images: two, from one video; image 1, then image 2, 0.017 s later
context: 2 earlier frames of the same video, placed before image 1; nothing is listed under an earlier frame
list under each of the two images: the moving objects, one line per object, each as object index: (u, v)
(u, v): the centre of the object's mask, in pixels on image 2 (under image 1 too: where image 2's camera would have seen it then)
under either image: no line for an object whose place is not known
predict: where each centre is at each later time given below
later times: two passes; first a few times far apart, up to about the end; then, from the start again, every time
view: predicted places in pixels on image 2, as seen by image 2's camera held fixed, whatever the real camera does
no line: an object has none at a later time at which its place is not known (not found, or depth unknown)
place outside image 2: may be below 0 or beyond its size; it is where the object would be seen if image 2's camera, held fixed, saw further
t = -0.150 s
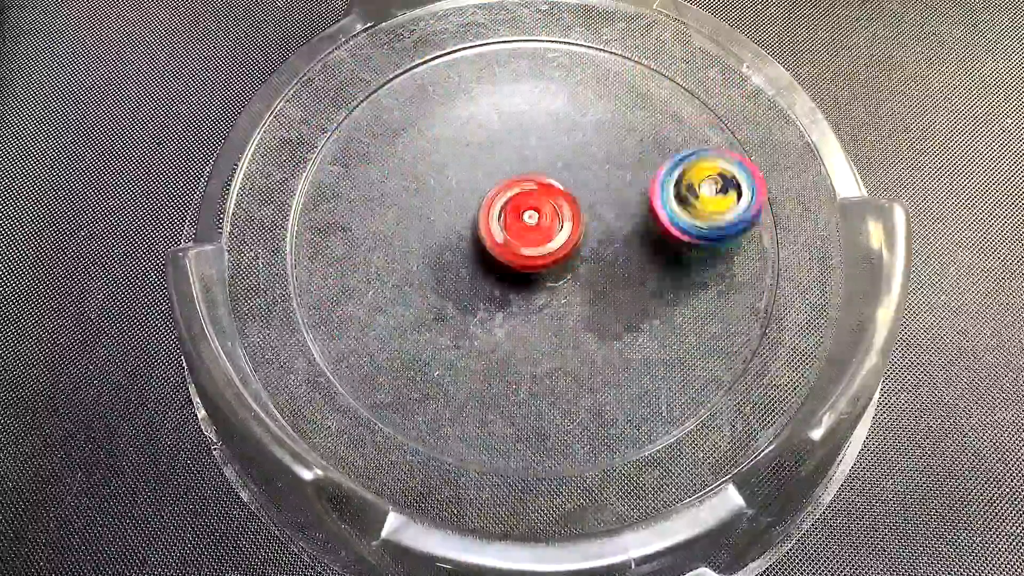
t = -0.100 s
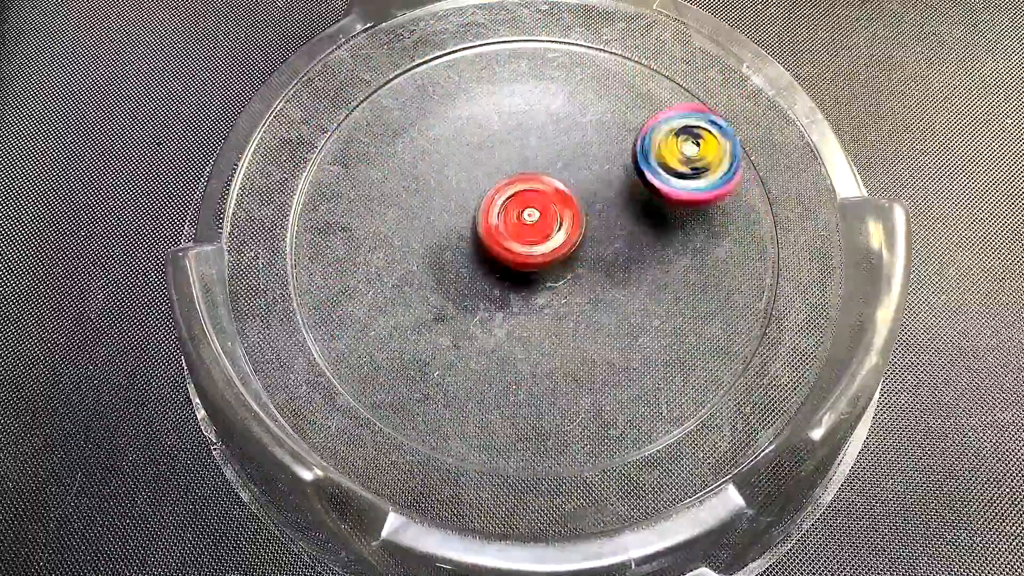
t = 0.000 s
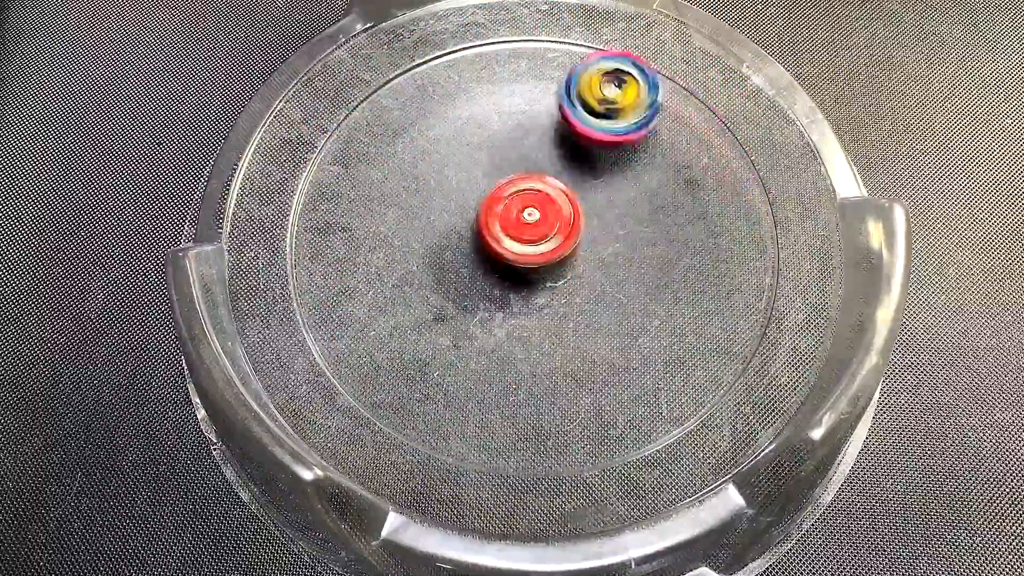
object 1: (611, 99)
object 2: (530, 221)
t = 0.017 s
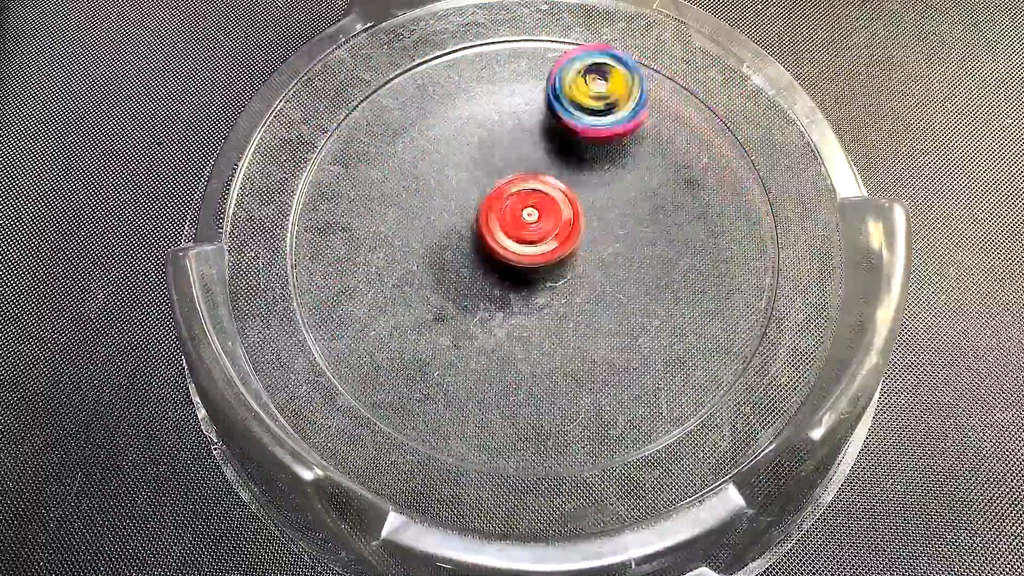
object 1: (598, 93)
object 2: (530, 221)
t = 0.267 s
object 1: (390, 163)
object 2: (531, 222)
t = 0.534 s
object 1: (469, 357)
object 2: (538, 225)
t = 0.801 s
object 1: (679, 259)
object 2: (545, 225)
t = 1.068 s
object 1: (573, 92)
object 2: (538, 229)
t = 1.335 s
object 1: (400, 181)
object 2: (534, 234)
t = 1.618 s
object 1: (521, 350)
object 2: (533, 233)
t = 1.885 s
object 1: (682, 235)
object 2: (532, 232)
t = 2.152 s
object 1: (548, 109)
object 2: (531, 224)
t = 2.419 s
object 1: (401, 206)
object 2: (528, 223)
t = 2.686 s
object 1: (518, 333)
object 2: (533, 227)
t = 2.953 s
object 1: (683, 275)
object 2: (542, 199)
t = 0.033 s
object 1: (580, 90)
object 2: (530, 221)
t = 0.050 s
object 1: (565, 86)
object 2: (530, 220)
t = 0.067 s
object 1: (547, 86)
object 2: (530, 220)
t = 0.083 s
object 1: (531, 86)
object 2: (530, 220)
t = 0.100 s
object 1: (516, 87)
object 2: (530, 221)
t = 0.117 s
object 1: (498, 89)
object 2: (530, 221)
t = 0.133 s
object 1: (485, 93)
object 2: (530, 221)
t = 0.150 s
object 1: (468, 98)
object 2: (530, 221)
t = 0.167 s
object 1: (454, 103)
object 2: (530, 221)
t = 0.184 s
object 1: (441, 111)
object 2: (530, 221)
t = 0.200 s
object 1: (427, 118)
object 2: (530, 221)
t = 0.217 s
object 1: (417, 130)
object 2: (531, 222)
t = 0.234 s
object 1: (407, 140)
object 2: (531, 222)
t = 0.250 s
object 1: (399, 151)
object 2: (531, 222)
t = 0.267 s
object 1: (390, 163)
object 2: (531, 222)
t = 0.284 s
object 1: (383, 174)
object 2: (532, 222)
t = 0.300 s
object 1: (378, 189)
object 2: (532, 223)
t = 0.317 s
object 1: (373, 202)
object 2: (532, 222)
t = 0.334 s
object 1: (375, 217)
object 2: (532, 223)
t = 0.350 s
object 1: (373, 231)
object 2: (533, 223)
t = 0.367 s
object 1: (375, 244)
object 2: (533, 223)
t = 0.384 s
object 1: (376, 258)
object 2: (534, 223)
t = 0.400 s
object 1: (379, 272)
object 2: (534, 223)
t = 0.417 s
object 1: (386, 286)
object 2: (535, 223)
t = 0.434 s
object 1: (392, 300)
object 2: (535, 224)
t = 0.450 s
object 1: (404, 312)
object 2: (536, 224)
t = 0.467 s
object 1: (414, 323)
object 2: (536, 224)
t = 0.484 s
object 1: (426, 332)
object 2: (537, 224)
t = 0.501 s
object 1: (439, 341)
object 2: (537, 225)
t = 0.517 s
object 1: (452, 350)
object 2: (538, 225)
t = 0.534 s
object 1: (469, 357)
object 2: (538, 225)
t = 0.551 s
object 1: (485, 362)
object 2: (539, 225)
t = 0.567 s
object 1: (502, 364)
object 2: (539, 225)
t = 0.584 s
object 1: (520, 367)
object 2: (541, 226)
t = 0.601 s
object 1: (535, 366)
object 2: (541, 226)
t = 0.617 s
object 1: (553, 366)
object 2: (542, 226)
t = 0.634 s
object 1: (569, 362)
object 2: (542, 226)
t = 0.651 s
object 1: (586, 357)
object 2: (543, 226)
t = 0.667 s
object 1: (602, 352)
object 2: (543, 226)
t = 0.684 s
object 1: (616, 342)
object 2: (544, 226)
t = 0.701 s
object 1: (631, 332)
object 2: (544, 226)
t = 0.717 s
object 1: (641, 322)
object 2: (545, 226)
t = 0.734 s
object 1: (652, 311)
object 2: (545, 226)
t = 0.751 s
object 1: (662, 300)
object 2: (546, 226)
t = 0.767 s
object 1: (669, 286)
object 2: (546, 226)
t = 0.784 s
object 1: (675, 272)
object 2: (546, 226)
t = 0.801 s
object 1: (679, 259)
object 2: (545, 225)
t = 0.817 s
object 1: (682, 245)
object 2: (545, 225)
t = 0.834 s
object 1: (685, 232)
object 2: (545, 225)
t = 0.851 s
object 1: (684, 218)
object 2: (545, 227)
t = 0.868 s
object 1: (683, 203)
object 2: (544, 226)
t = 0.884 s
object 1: (679, 191)
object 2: (544, 224)
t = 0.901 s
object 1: (674, 178)
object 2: (543, 226)
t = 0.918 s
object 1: (671, 167)
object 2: (543, 226)
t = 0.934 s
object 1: (662, 153)
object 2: (541, 226)
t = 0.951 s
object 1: (654, 142)
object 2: (541, 226)
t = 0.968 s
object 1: (645, 133)
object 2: (541, 226)
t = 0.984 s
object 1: (635, 123)
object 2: (540, 226)
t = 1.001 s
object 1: (626, 115)
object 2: (540, 226)
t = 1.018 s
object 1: (612, 107)
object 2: (539, 227)
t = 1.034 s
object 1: (599, 101)
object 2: (539, 228)
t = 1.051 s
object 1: (589, 96)
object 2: (538, 228)
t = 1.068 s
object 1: (573, 92)
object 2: (538, 229)
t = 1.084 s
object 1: (562, 90)
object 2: (538, 229)
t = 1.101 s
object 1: (546, 88)
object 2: (538, 229)
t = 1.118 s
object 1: (533, 87)
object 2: (538, 230)
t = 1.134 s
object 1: (520, 89)
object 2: (537, 230)
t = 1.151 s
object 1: (505, 91)
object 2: (537, 230)
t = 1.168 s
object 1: (493, 95)
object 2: (537, 231)
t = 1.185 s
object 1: (480, 97)
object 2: (537, 231)
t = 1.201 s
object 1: (465, 103)
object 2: (536, 232)
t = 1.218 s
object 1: (457, 112)
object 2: (536, 232)
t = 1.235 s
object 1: (444, 119)
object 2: (535, 232)
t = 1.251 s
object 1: (435, 126)
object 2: (535, 233)
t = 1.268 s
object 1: (426, 136)
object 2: (535, 233)
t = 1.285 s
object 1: (416, 147)
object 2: (535, 233)
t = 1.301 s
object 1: (412, 158)
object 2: (534, 233)
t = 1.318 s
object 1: (405, 169)
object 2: (535, 234)
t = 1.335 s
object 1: (400, 181)
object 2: (534, 234)
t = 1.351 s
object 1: (398, 194)
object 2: (535, 235)
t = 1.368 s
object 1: (396, 207)
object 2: (534, 235)
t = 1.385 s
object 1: (397, 220)
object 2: (534, 235)
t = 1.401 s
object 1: (396, 232)
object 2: (534, 235)
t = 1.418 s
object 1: (397, 244)
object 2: (534, 235)
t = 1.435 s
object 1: (404, 258)
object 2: (533, 235)
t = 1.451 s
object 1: (409, 271)
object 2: (534, 235)
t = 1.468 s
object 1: (415, 281)
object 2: (533, 235)
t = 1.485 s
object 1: (423, 293)
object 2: (534, 235)
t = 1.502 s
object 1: (430, 304)
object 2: (534, 235)
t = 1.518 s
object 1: (443, 313)
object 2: (534, 236)
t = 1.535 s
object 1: (453, 322)
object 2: (534, 235)
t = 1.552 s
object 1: (464, 328)
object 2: (534, 235)
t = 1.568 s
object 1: (479, 337)
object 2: (533, 236)
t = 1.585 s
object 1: (492, 343)
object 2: (534, 235)
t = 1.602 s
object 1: (505, 346)
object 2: (533, 233)
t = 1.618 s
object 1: (521, 350)
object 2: (533, 233)
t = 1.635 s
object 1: (534, 352)
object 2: (533, 234)
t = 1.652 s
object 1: (551, 350)
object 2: (533, 234)
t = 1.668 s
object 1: (565, 351)
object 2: (532, 234)
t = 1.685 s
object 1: (579, 348)
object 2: (532, 234)
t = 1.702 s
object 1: (594, 344)
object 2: (531, 234)
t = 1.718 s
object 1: (608, 339)
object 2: (531, 233)
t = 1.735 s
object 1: (619, 332)
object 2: (531, 233)
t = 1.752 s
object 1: (634, 323)
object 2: (531, 233)
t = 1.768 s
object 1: (642, 316)
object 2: (531, 233)
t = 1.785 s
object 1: (652, 305)
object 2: (531, 233)
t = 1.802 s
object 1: (661, 297)
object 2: (531, 233)
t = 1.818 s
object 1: (667, 284)
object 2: (532, 233)
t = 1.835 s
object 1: (673, 272)
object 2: (532, 233)
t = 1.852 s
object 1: (678, 262)
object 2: (532, 232)
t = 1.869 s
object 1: (680, 249)
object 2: (532, 232)
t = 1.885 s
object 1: (682, 235)
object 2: (532, 232)
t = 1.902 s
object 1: (681, 226)
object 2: (532, 231)
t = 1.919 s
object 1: (679, 214)
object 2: (532, 231)
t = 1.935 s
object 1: (677, 201)
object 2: (533, 231)
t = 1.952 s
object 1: (671, 190)
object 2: (533, 230)
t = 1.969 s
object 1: (665, 179)
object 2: (533, 230)
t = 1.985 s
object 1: (661, 169)
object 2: (533, 229)
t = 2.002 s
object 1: (650, 159)
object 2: (533, 228)
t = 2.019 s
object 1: (641, 150)
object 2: (533, 228)
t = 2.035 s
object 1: (634, 143)
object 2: (534, 227)
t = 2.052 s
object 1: (622, 135)
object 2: (533, 226)
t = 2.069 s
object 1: (610, 126)
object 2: (533, 226)
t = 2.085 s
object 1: (600, 122)
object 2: (533, 226)
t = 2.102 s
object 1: (587, 116)
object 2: (532, 225)
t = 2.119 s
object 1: (574, 112)
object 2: (531, 225)
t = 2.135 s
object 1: (562, 112)
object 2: (531, 224)
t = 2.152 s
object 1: (548, 109)
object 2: (531, 224)
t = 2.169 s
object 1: (536, 109)
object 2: (531, 224)
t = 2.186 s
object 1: (523, 110)
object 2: (530, 224)
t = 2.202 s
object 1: (509, 111)
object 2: (530, 223)
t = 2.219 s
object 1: (499, 114)
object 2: (529, 223)
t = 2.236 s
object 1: (484, 117)
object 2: (530, 223)
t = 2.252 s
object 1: (471, 122)
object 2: (529, 224)
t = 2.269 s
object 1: (464, 127)
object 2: (529, 223)
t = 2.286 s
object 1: (451, 133)
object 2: (529, 224)
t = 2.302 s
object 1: (441, 139)
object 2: (528, 224)
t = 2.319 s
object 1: (435, 148)
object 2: (528, 223)
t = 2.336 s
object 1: (425, 156)
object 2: (528, 223)
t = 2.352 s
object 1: (417, 165)
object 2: (528, 223)
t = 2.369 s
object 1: (412, 175)
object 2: (528, 223)
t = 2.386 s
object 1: (407, 184)
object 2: (528, 223)
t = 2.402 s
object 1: (402, 194)
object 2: (528, 223)
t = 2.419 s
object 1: (401, 206)
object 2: (528, 223)
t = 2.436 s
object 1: (399, 218)
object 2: (527, 224)
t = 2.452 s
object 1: (400, 228)
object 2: (528, 225)
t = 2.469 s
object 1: (400, 239)
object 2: (526, 225)
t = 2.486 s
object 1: (403, 251)
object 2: (526, 225)
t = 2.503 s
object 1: (408, 262)
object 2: (526, 225)
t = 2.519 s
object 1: (412, 272)
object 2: (526, 225)
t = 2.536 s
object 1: (418, 283)
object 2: (527, 225)
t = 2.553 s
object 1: (428, 291)
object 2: (527, 226)
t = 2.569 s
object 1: (436, 300)
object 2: (527, 226)
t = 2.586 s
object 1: (444, 309)
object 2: (528, 227)
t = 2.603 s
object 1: (457, 315)
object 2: (529, 227)
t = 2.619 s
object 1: (468, 321)
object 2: (530, 227)
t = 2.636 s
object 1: (479, 326)
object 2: (531, 227)
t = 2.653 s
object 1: (494, 329)
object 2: (531, 227)
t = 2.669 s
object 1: (506, 333)
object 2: (532, 227)
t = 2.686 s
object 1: (518, 333)
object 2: (533, 227)
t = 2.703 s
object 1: (533, 333)
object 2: (533, 227)
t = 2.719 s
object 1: (547, 333)
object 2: (533, 227)
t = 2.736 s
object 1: (559, 330)
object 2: (533, 225)
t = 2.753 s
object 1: (573, 327)
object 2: (533, 226)
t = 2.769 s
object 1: (585, 324)
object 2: (534, 227)
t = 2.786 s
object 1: (595, 317)
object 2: (535, 227)
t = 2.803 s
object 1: (607, 310)
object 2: (535, 227)
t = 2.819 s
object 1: (617, 310)
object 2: (537, 225)
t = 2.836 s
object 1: (626, 307)
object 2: (539, 217)
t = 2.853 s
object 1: (639, 303)
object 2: (541, 213)
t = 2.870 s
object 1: (647, 303)
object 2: (540, 209)
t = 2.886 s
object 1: (654, 297)
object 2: (540, 206)
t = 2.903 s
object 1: (663, 292)
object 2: (540, 204)
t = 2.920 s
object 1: (672, 287)
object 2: (540, 203)
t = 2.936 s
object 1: (677, 283)
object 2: (542, 201)
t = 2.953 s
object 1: (683, 275)
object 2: (542, 199)
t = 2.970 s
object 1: (687, 268)
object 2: (543, 197)
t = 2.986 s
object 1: (691, 262)
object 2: (542, 196)
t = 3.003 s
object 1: (690, 255)
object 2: (542, 194)
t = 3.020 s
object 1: (690, 246)
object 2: (541, 193)
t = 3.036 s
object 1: (689, 238)
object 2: (542, 192)
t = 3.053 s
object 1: (686, 232)
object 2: (543, 190)
